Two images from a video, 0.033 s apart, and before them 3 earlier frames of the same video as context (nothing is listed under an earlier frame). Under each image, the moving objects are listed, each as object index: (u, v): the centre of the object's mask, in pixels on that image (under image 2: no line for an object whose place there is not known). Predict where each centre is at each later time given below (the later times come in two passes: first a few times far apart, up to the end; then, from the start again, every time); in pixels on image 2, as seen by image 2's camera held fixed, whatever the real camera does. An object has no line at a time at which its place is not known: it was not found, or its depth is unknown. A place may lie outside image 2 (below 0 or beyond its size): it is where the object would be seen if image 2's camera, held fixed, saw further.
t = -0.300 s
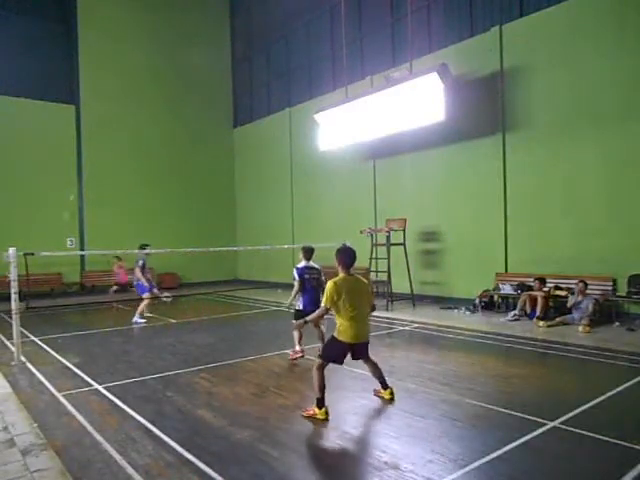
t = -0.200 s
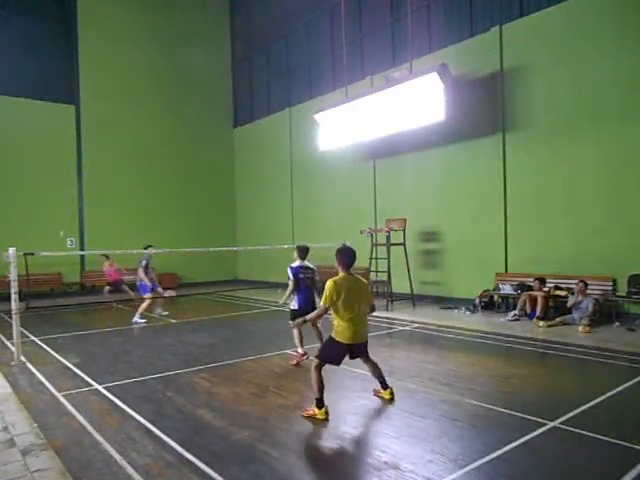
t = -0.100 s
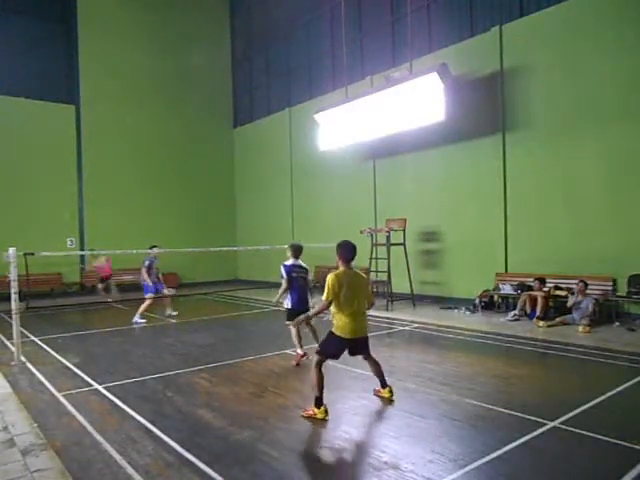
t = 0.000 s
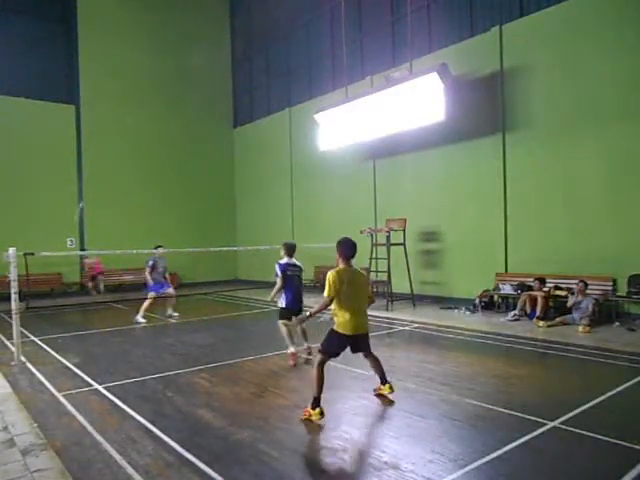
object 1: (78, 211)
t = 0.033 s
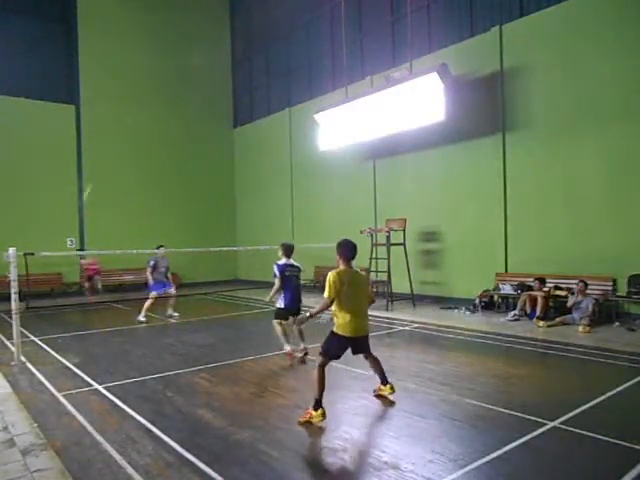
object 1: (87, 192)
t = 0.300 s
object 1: (144, 94)
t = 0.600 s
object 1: (207, 50)
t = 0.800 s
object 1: (252, 61)
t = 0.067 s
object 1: (95, 176)
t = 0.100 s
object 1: (102, 162)
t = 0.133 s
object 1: (109, 148)
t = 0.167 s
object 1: (117, 135)
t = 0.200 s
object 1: (124, 124)
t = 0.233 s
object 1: (131, 113)
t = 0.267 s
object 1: (137, 103)
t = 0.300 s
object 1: (144, 94)
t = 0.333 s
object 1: (151, 86)
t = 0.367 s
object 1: (158, 78)
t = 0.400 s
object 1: (165, 72)
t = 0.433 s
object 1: (171, 67)
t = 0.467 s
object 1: (179, 61)
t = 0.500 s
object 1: (186, 57)
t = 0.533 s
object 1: (192, 53)
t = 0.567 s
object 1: (200, 51)
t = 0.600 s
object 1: (207, 50)
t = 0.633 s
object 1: (214, 49)
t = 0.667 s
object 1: (221, 49)
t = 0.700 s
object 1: (229, 51)
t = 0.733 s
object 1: (237, 53)
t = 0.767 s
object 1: (245, 57)
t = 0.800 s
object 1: (252, 61)
